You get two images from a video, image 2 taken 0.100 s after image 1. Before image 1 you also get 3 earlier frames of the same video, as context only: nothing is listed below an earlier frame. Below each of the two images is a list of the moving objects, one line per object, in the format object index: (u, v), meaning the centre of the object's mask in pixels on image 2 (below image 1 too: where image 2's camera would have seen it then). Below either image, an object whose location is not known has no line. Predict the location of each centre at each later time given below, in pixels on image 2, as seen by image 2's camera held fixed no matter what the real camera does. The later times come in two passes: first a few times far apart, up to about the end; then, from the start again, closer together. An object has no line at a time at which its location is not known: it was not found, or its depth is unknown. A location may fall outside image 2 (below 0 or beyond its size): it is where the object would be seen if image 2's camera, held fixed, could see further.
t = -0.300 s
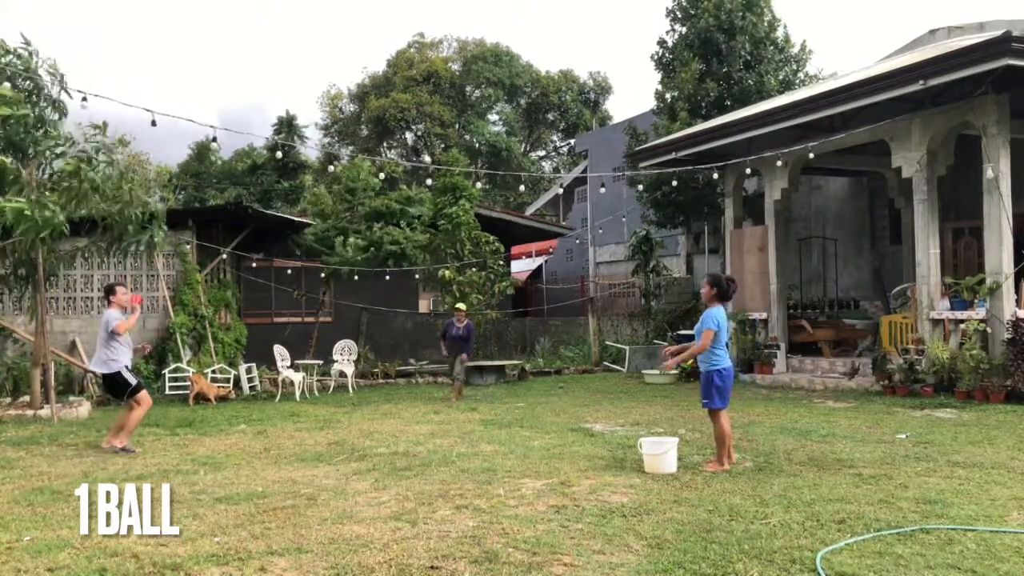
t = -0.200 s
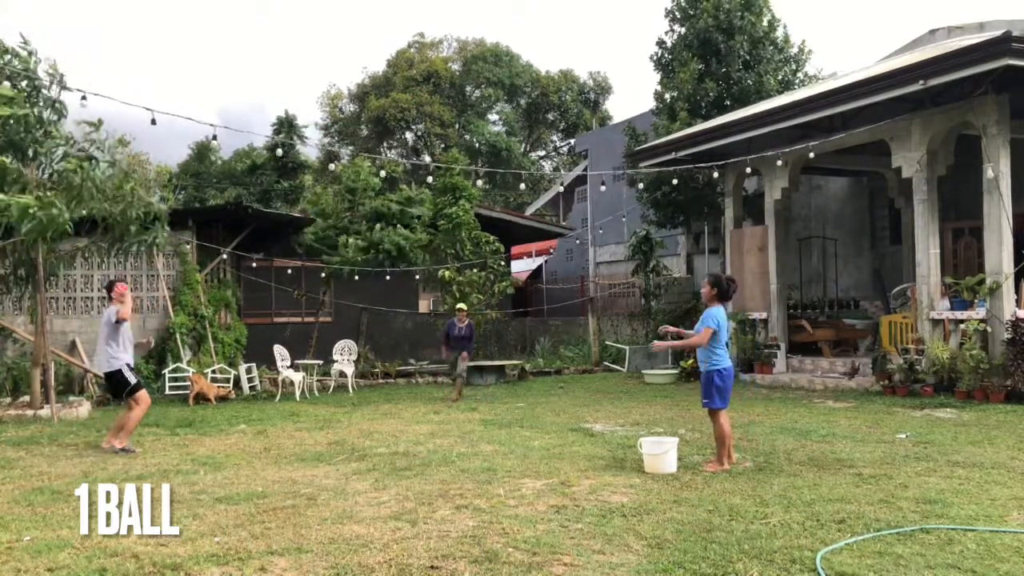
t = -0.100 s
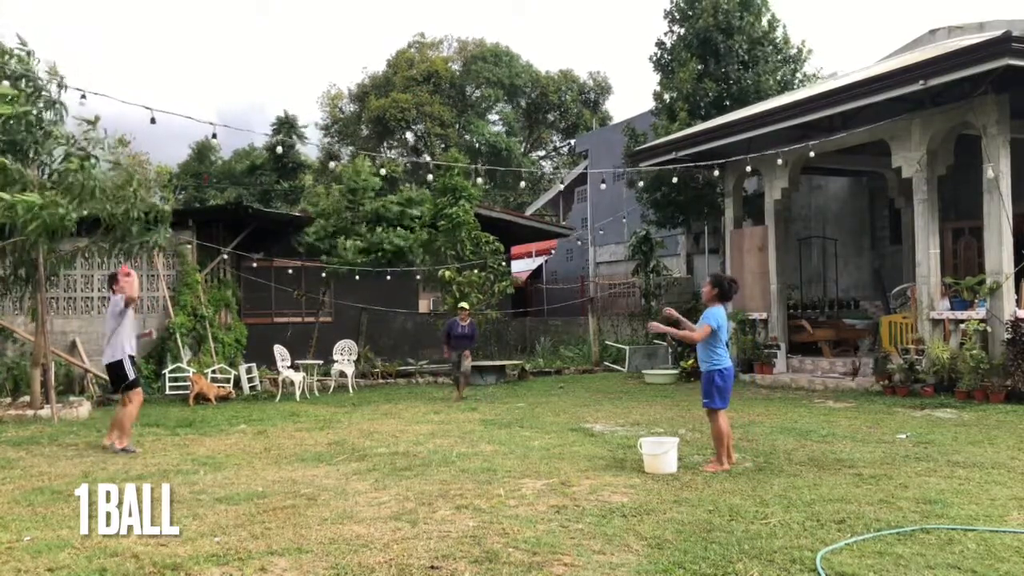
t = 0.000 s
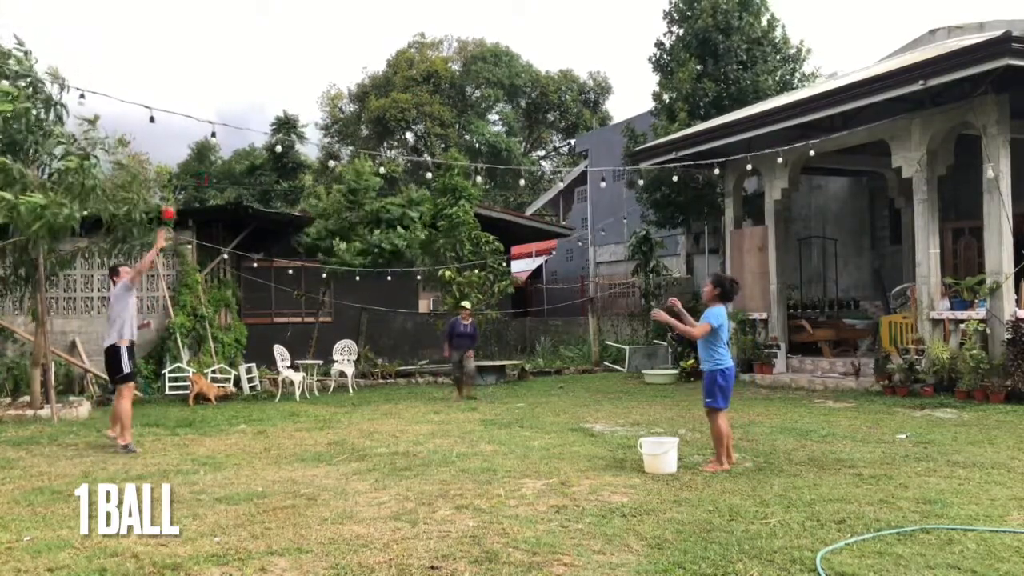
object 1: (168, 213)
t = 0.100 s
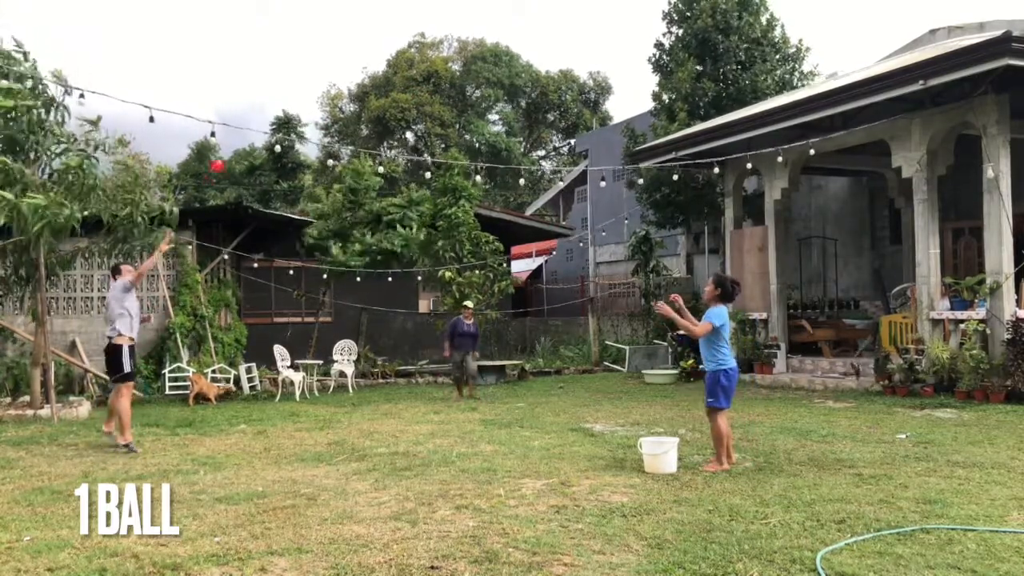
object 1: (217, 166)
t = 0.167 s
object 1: (246, 141)
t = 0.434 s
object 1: (338, 95)
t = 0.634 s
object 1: (389, 112)
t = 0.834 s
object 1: (433, 167)
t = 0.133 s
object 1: (231, 153)
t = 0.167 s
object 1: (246, 141)
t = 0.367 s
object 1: (318, 98)
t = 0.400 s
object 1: (327, 95)
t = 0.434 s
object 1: (338, 95)
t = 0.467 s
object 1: (346, 95)
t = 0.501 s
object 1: (356, 96)
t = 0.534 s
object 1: (365, 97)
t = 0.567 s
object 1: (373, 101)
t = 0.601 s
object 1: (380, 107)
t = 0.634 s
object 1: (389, 112)
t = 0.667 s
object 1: (397, 119)
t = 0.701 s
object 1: (404, 127)
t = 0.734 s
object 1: (412, 135)
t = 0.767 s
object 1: (418, 147)
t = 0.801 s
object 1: (427, 156)
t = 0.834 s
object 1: (433, 167)
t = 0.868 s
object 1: (440, 180)
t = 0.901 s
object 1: (447, 193)
